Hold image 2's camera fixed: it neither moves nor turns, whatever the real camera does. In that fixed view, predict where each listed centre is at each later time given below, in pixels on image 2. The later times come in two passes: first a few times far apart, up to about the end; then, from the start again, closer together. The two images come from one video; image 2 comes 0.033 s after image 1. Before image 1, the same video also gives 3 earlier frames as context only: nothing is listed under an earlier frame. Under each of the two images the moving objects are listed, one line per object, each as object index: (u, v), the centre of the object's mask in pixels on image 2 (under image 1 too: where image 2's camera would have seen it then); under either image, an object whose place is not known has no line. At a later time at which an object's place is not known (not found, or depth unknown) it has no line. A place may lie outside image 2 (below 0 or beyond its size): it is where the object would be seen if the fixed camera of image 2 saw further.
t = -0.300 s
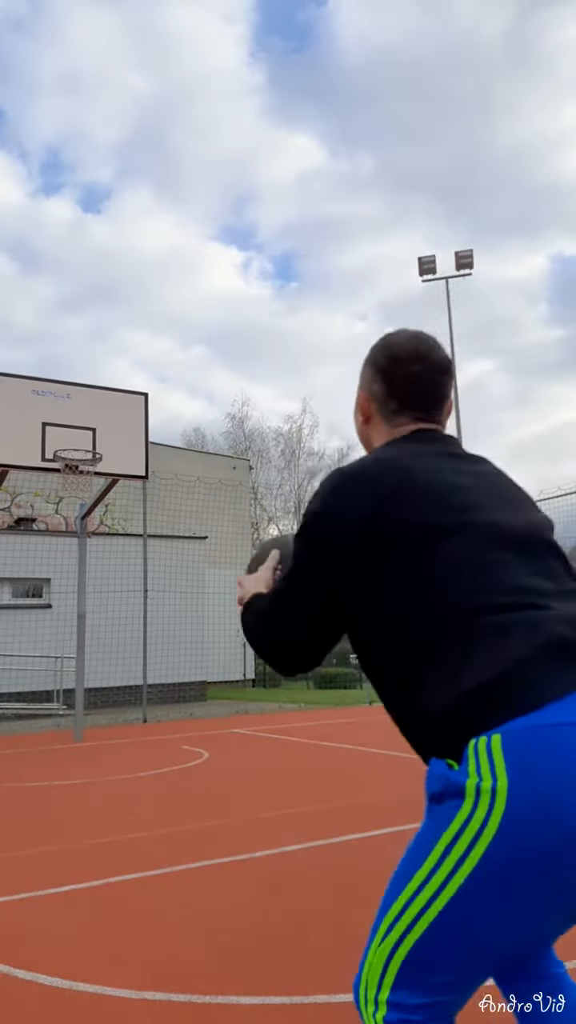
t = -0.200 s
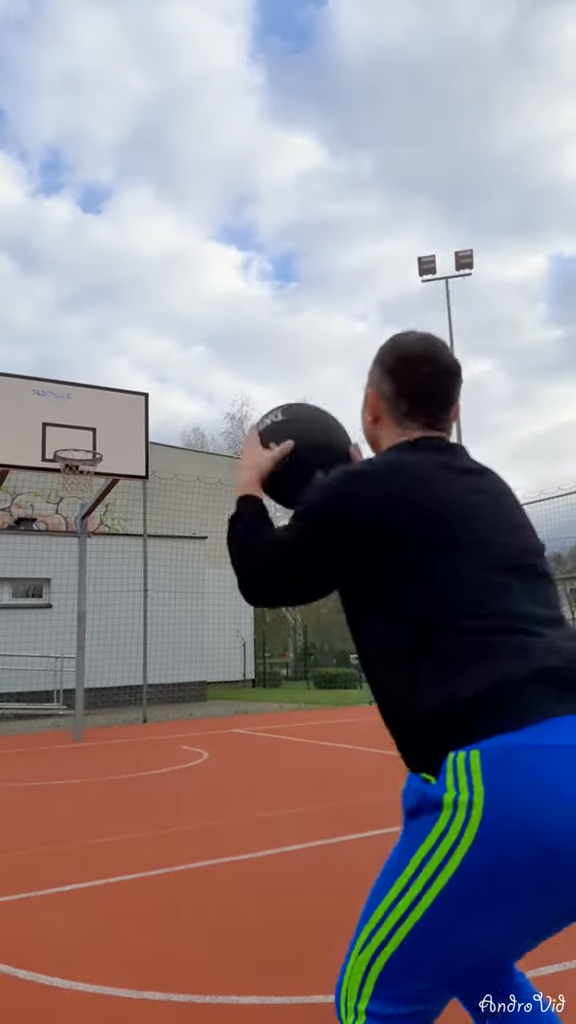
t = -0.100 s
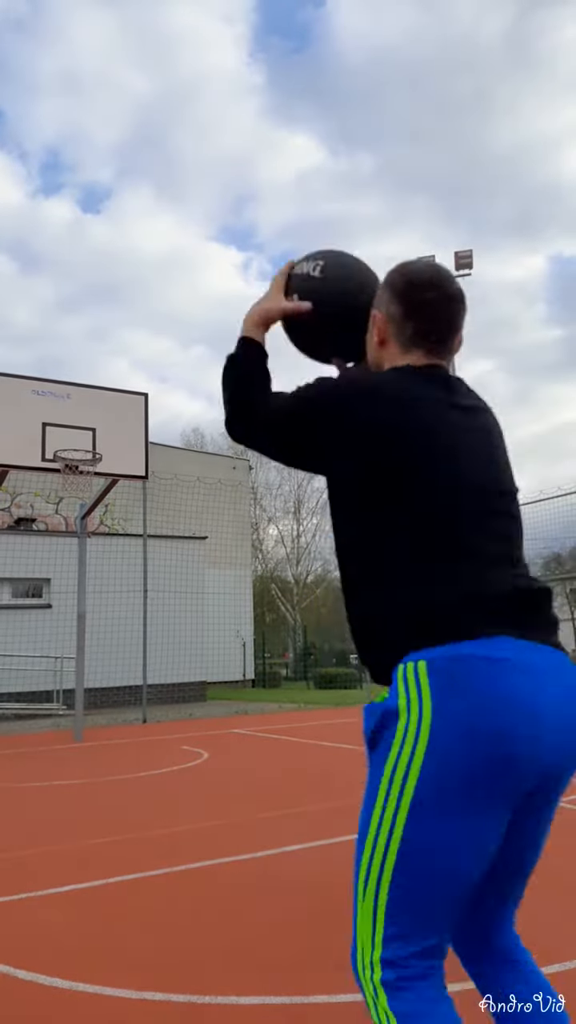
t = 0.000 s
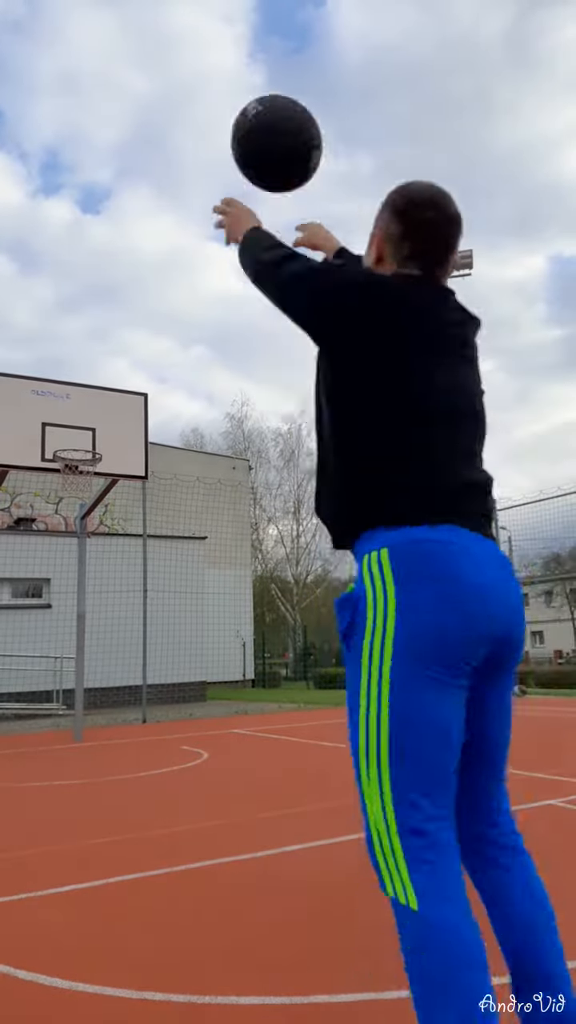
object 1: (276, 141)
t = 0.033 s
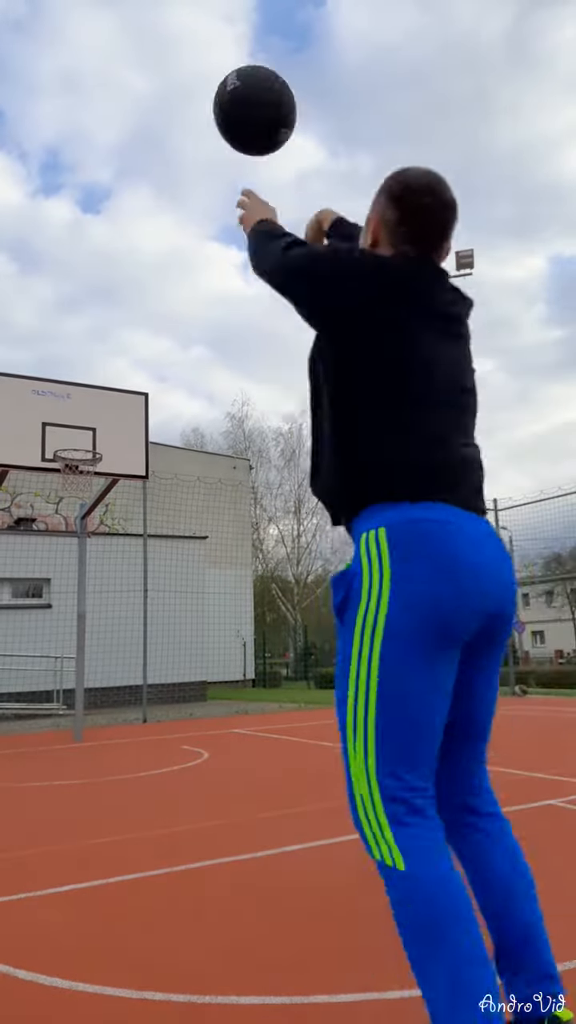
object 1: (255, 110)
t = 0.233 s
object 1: (175, 43)
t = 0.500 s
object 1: (128, 88)
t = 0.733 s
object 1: (104, 177)
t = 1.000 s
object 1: (88, 309)
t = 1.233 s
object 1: (77, 442)
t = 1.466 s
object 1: (91, 386)
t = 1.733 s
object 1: (116, 351)
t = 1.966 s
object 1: (148, 397)
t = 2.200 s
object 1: (204, 597)
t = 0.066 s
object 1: (234, 88)
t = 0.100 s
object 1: (219, 69)
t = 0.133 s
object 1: (206, 57)
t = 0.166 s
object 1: (194, 50)
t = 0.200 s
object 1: (184, 45)
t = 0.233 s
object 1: (175, 43)
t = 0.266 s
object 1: (167, 45)
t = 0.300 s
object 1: (159, 46)
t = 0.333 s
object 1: (153, 50)
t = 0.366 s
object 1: (147, 56)
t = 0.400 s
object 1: (142, 63)
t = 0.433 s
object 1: (137, 70)
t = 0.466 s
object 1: (132, 79)
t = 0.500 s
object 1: (128, 88)
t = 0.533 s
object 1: (123, 98)
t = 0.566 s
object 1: (120, 110)
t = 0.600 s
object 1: (117, 122)
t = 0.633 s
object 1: (113, 135)
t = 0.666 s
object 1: (110, 148)
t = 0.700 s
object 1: (108, 163)
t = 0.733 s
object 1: (104, 177)
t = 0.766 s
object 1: (102, 192)
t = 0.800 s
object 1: (100, 208)
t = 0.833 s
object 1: (97, 223)
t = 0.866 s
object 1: (95, 240)
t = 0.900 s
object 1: (93, 257)
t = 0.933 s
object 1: (91, 274)
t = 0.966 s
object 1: (90, 291)
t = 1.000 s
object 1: (88, 309)
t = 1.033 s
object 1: (86, 327)
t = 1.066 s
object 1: (84, 346)
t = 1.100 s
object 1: (83, 365)
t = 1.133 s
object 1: (81, 384)
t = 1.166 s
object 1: (80, 404)
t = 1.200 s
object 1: (78, 423)
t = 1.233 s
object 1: (77, 442)
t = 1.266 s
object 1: (78, 447)
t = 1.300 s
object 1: (79, 436)
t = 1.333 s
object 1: (81, 424)
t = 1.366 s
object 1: (84, 414)
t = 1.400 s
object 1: (86, 404)
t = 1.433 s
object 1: (88, 395)
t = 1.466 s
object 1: (91, 386)
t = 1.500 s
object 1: (93, 379)
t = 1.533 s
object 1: (96, 372)
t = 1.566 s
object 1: (99, 366)
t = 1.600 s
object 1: (102, 361)
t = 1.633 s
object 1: (105, 357)
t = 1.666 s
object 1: (108, 353)
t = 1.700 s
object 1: (112, 352)
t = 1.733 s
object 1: (116, 351)
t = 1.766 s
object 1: (120, 352)
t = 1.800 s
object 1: (124, 355)
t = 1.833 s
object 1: (128, 359)
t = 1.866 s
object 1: (133, 365)
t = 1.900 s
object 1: (137, 374)
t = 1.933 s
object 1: (142, 384)
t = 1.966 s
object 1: (148, 397)
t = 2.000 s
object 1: (154, 414)
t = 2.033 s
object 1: (161, 432)
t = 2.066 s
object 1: (169, 455)
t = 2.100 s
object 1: (177, 482)
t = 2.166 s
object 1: (192, 554)
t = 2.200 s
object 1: (204, 597)
